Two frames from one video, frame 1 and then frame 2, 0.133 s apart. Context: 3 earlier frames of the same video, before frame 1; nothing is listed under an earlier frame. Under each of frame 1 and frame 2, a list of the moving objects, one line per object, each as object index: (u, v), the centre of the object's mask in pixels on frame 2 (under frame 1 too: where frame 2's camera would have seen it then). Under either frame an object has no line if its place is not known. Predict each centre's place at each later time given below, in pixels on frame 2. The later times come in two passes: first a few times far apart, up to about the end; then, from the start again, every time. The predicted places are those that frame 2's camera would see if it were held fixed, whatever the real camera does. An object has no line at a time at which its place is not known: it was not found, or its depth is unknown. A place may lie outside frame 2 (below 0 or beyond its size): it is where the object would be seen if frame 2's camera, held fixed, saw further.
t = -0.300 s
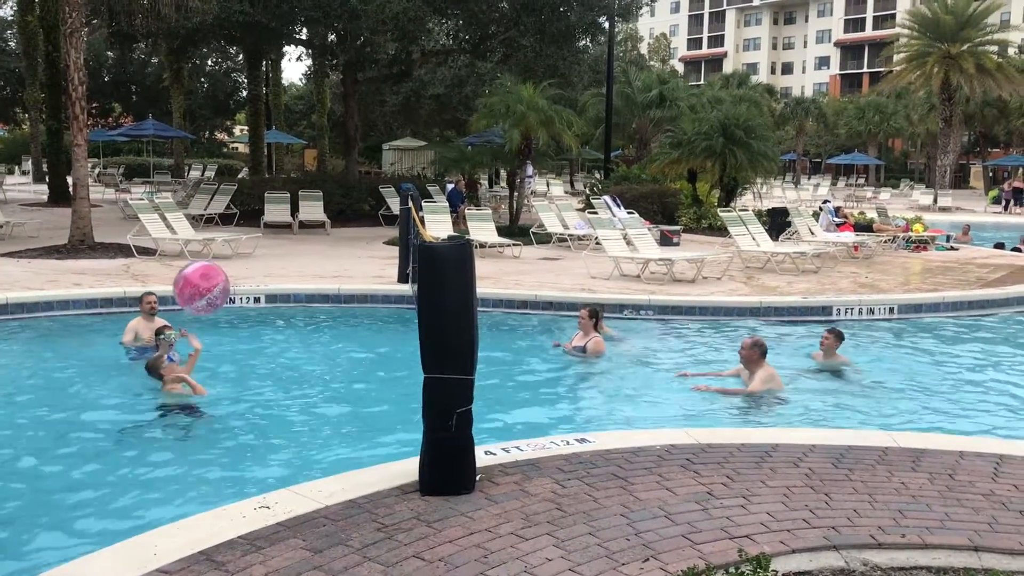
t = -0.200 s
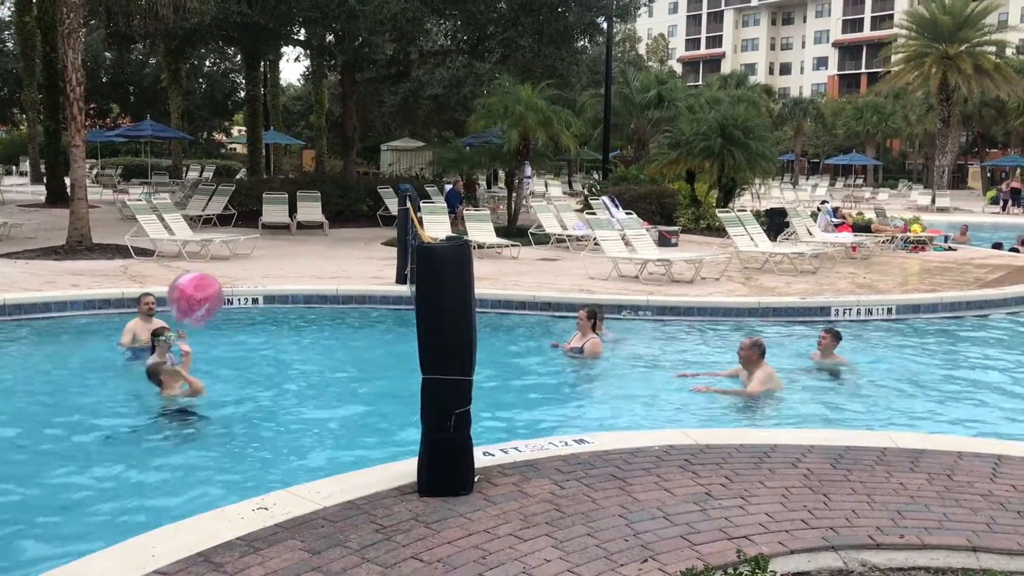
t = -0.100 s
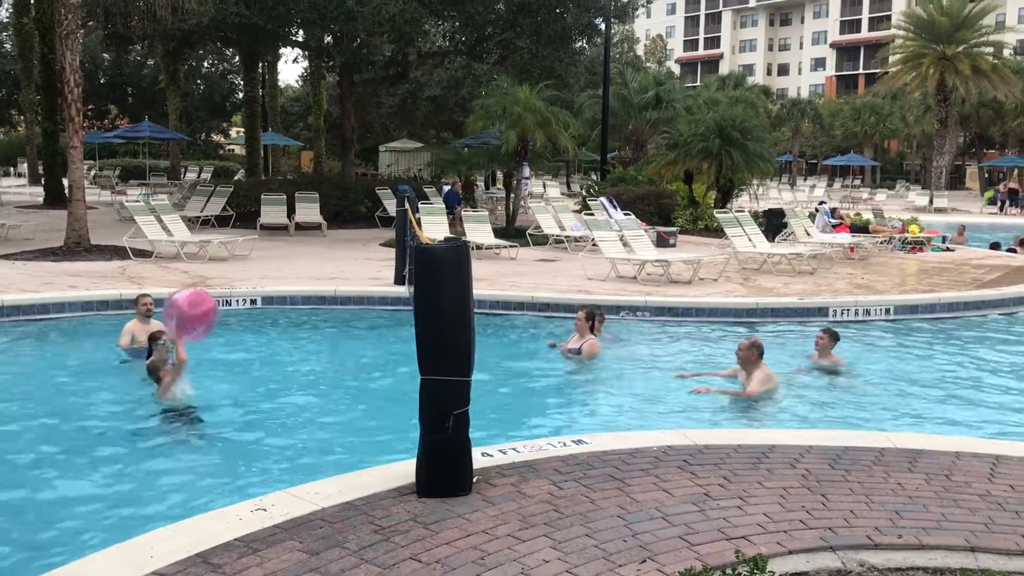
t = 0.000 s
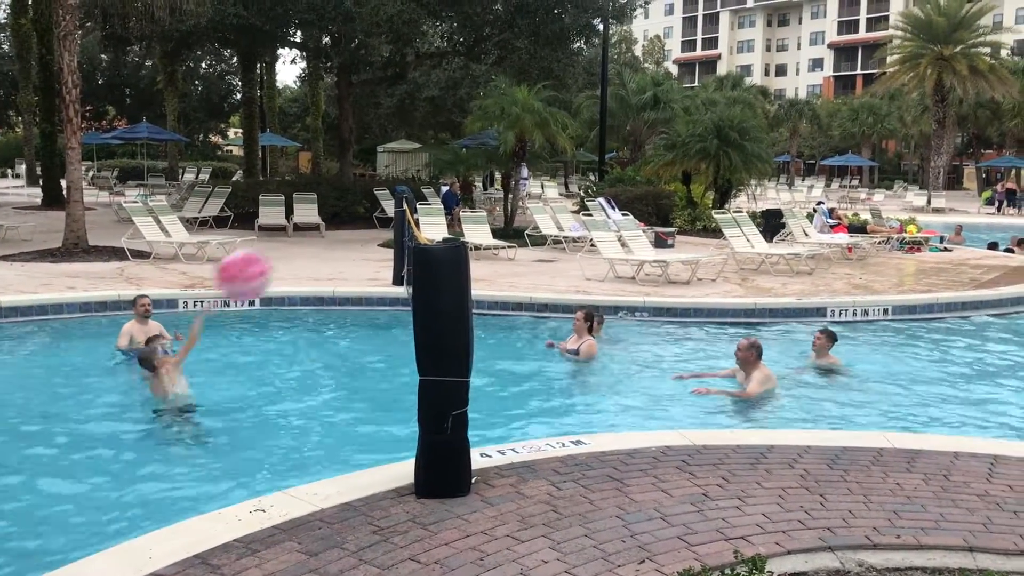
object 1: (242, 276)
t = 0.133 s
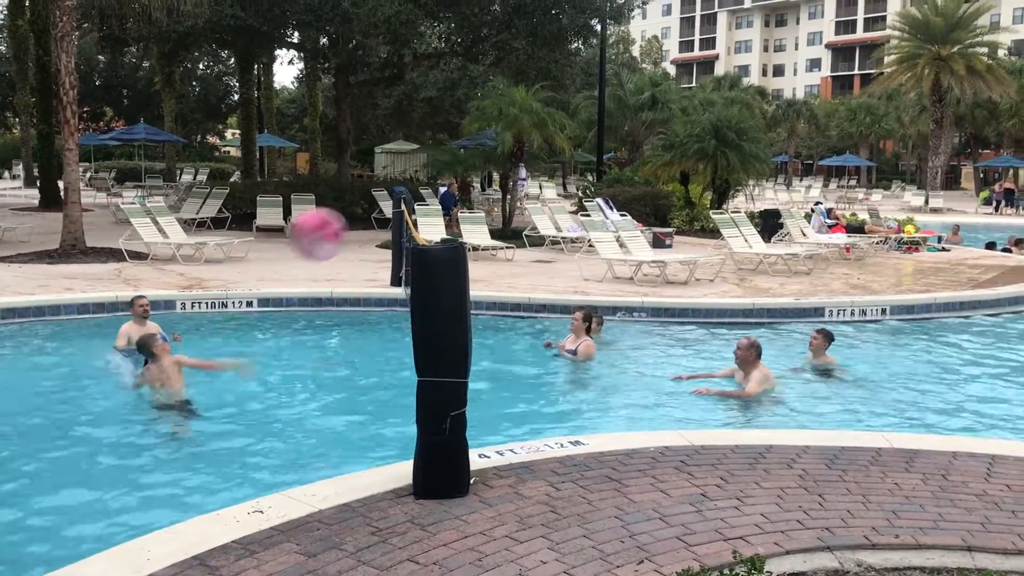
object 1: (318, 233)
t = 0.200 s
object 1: (354, 220)
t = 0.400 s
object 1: (448, 210)
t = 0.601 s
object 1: (523, 235)
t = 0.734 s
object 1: (564, 267)
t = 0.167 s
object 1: (337, 226)
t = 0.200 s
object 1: (354, 220)
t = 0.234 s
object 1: (371, 216)
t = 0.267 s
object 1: (387, 213)
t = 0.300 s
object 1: (403, 211)
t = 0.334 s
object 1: (418, 210)
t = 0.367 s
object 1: (433, 209)
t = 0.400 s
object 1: (448, 210)
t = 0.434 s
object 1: (462, 212)
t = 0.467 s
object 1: (473, 215)
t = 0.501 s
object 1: (488, 218)
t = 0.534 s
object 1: (500, 223)
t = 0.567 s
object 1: (511, 229)
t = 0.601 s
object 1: (523, 235)
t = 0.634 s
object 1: (533, 242)
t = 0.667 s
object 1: (544, 250)
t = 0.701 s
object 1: (553, 258)
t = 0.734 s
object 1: (564, 267)
